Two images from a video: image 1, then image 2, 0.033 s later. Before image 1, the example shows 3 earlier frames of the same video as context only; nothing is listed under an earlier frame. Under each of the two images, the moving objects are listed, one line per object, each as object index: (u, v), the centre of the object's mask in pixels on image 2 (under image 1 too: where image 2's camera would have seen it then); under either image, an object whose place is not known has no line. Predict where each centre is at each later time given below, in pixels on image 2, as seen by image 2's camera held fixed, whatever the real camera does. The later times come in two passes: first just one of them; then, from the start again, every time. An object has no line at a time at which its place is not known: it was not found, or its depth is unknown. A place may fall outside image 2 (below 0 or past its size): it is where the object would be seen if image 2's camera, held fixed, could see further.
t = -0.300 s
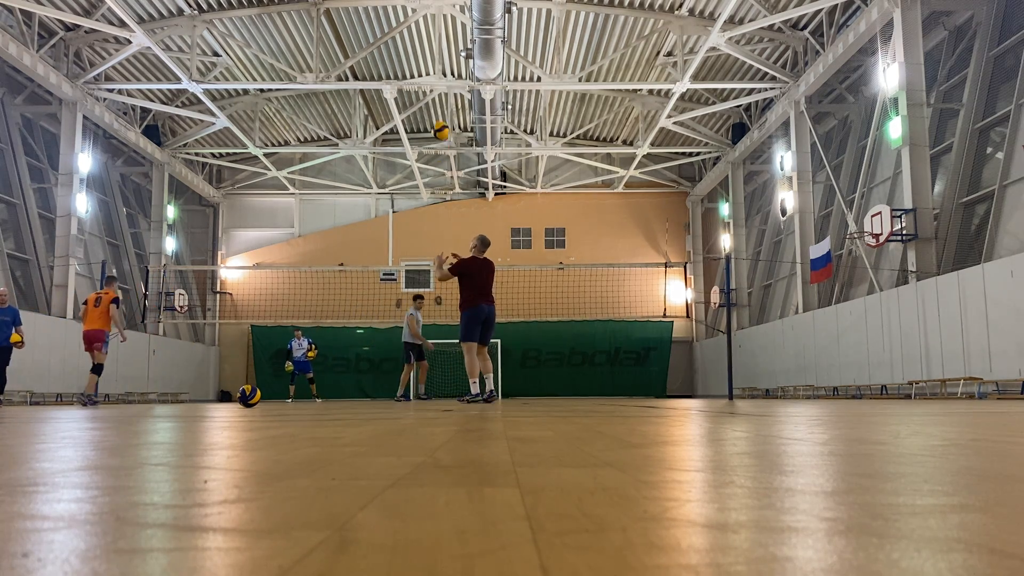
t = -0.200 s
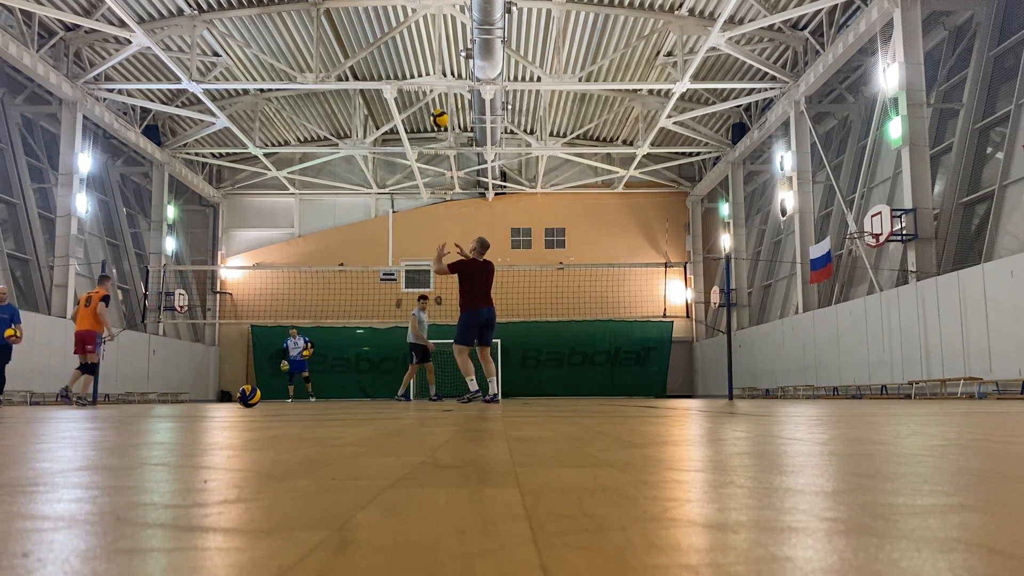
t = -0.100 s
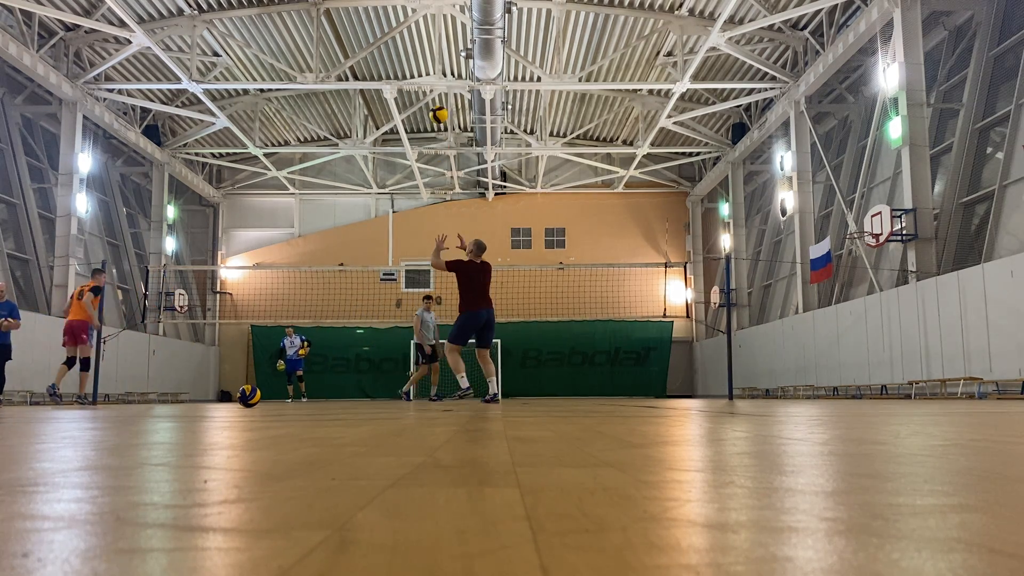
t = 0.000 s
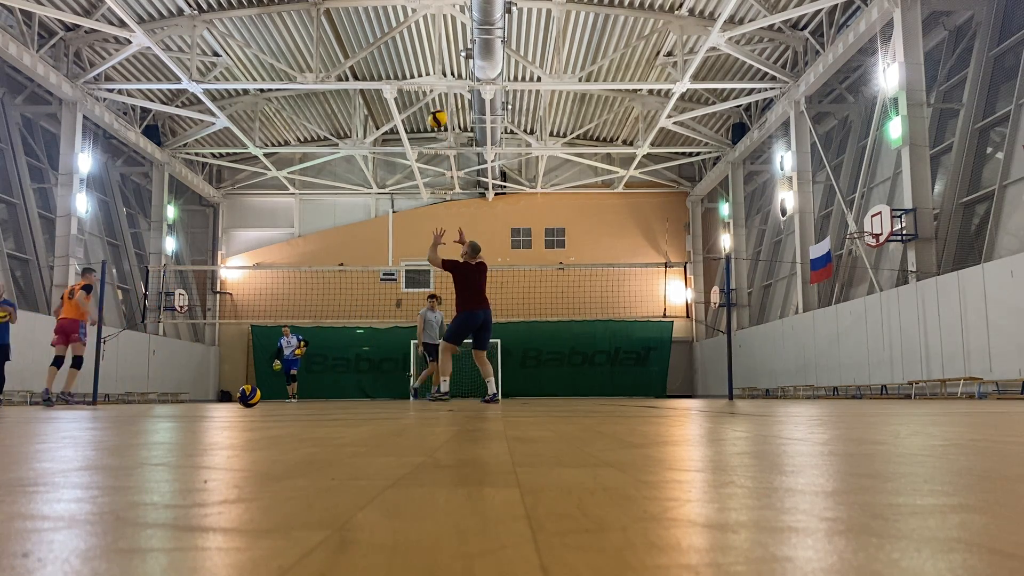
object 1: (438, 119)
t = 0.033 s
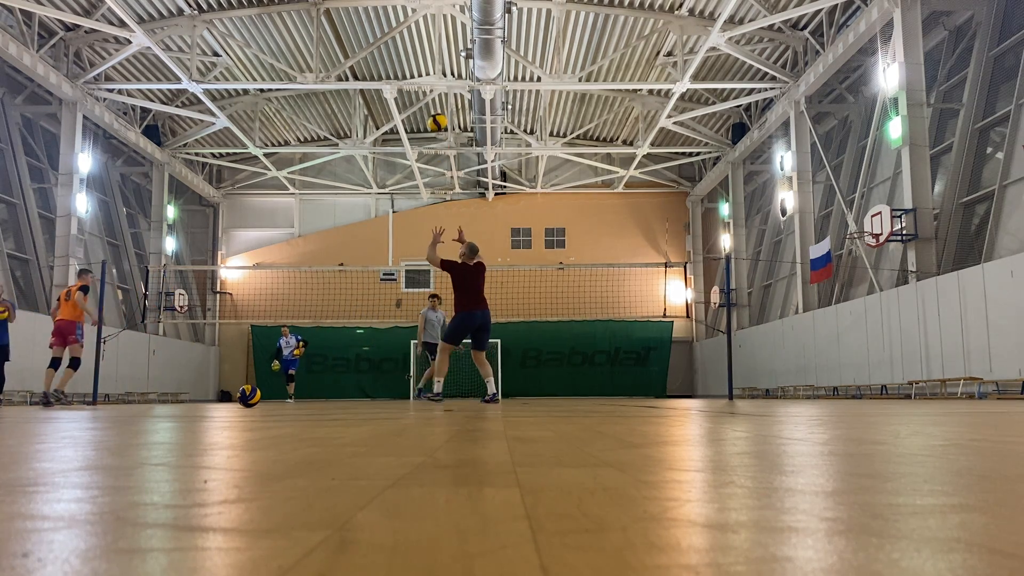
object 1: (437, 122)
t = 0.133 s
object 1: (437, 137)
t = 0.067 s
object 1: (437, 126)
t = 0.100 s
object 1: (437, 131)
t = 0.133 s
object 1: (437, 137)
